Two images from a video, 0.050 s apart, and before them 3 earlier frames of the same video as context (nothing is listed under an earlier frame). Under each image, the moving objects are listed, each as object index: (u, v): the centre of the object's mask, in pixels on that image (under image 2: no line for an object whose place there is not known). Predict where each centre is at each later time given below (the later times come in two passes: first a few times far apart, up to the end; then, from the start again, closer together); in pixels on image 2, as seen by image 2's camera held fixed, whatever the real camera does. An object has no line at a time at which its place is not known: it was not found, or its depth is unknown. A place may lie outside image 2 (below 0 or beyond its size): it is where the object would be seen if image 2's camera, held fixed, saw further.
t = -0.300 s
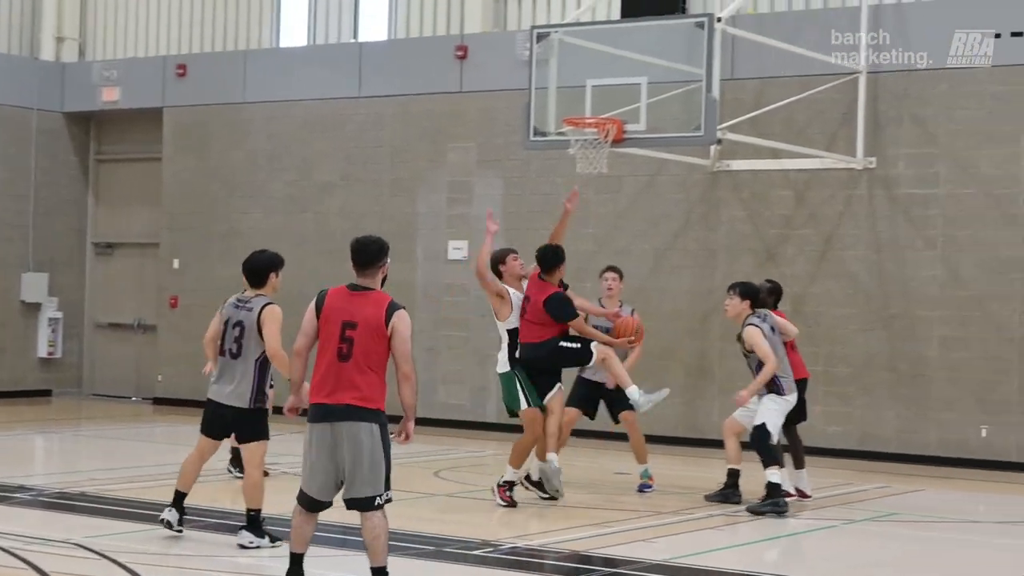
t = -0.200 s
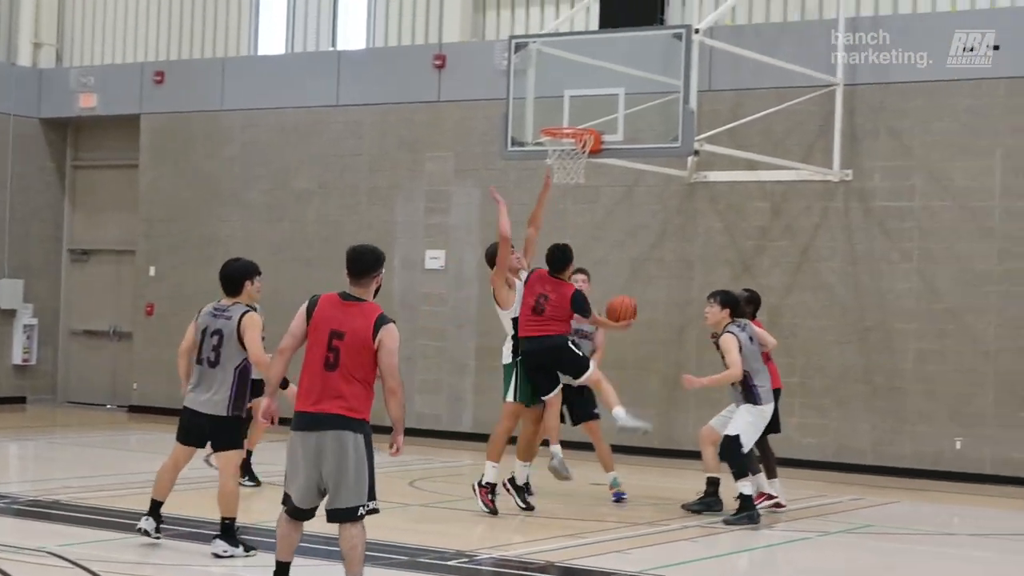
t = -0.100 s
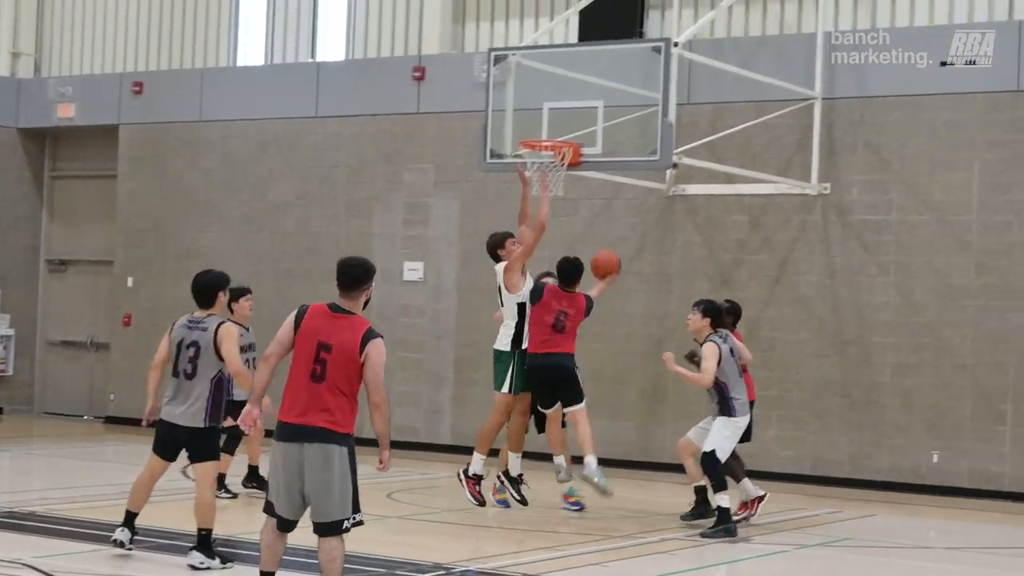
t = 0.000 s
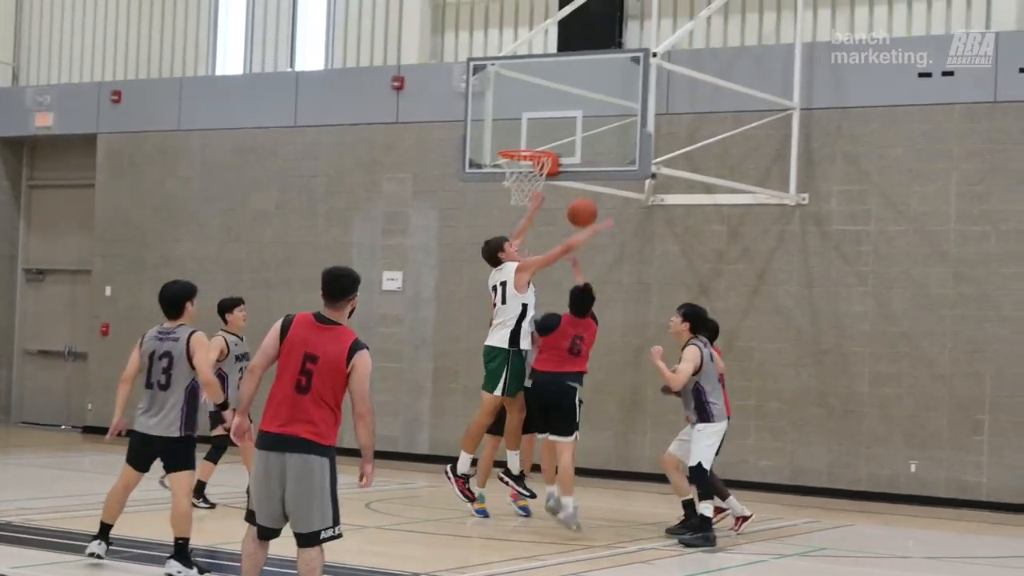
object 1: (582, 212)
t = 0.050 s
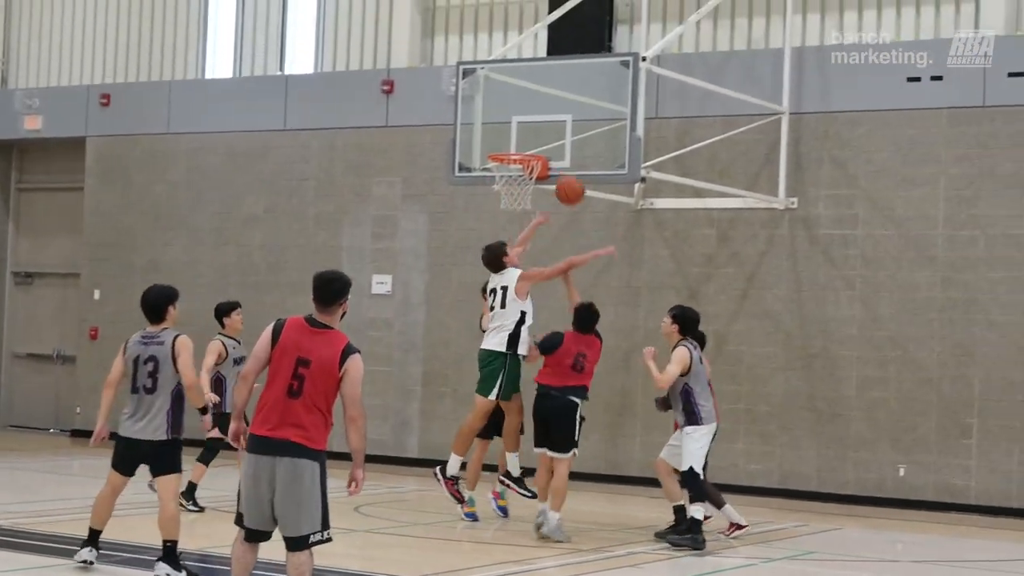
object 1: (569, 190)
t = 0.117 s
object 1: (568, 161)
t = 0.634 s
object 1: (544, 115)
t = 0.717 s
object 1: (529, 120)
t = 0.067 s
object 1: (570, 183)
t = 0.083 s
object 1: (569, 175)
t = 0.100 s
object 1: (569, 168)
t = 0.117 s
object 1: (568, 161)
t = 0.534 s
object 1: (551, 104)
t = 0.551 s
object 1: (550, 106)
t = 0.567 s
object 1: (550, 108)
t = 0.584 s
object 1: (549, 111)
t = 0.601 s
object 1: (548, 114)
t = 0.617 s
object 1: (546, 115)
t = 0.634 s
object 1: (544, 115)
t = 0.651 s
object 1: (541, 115)
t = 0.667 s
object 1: (538, 116)
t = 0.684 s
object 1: (535, 117)
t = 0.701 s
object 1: (532, 119)
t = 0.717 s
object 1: (529, 120)
